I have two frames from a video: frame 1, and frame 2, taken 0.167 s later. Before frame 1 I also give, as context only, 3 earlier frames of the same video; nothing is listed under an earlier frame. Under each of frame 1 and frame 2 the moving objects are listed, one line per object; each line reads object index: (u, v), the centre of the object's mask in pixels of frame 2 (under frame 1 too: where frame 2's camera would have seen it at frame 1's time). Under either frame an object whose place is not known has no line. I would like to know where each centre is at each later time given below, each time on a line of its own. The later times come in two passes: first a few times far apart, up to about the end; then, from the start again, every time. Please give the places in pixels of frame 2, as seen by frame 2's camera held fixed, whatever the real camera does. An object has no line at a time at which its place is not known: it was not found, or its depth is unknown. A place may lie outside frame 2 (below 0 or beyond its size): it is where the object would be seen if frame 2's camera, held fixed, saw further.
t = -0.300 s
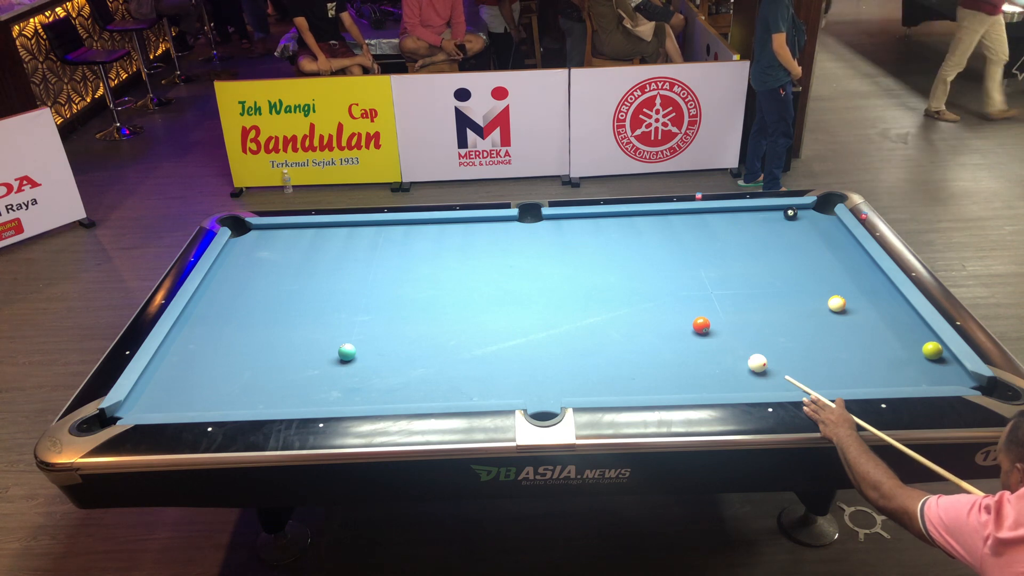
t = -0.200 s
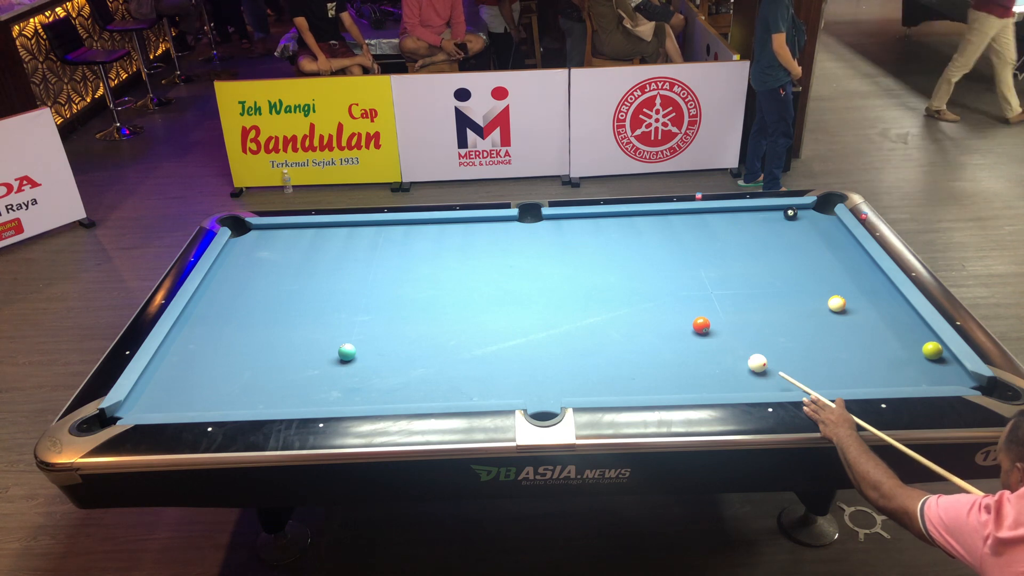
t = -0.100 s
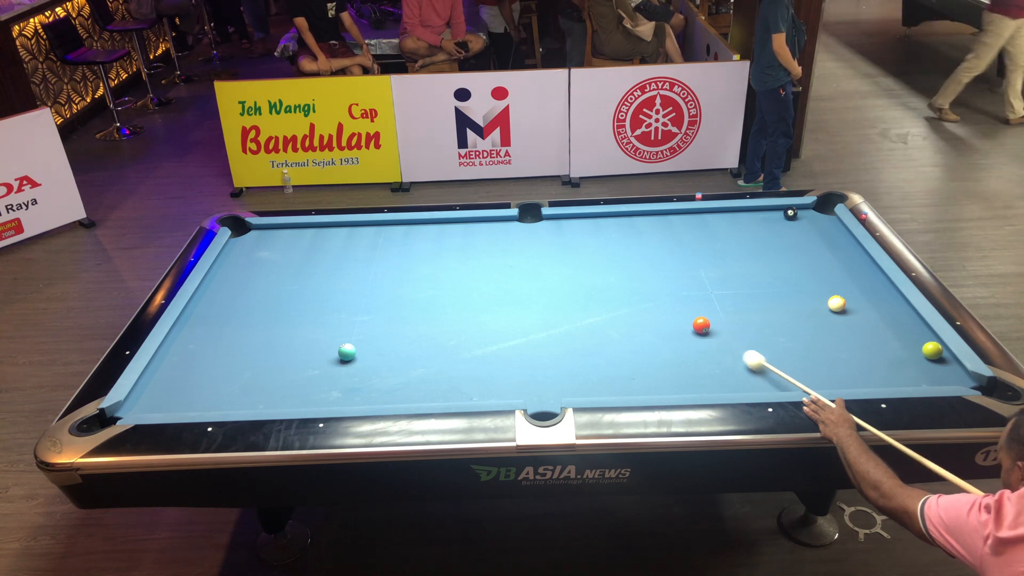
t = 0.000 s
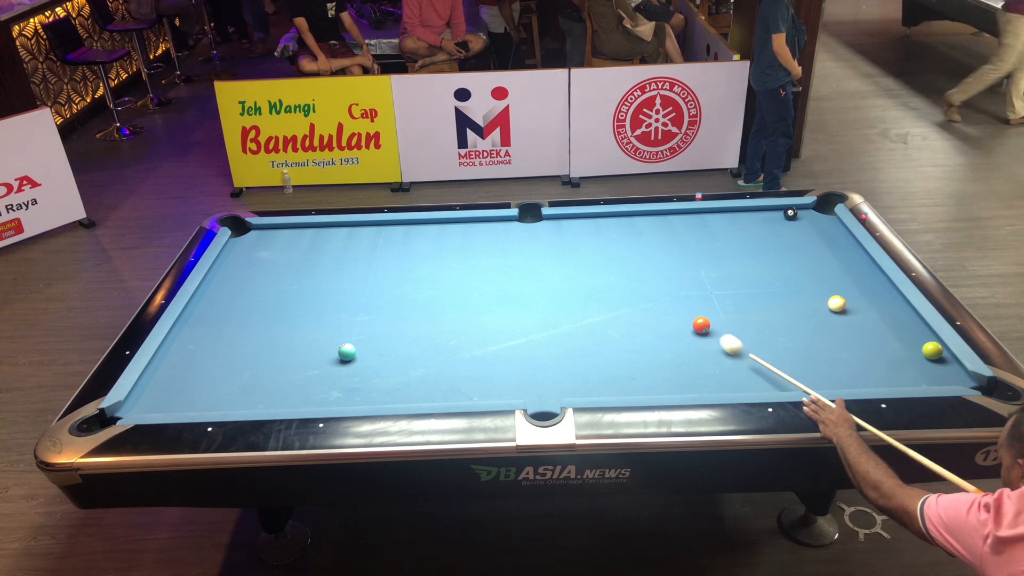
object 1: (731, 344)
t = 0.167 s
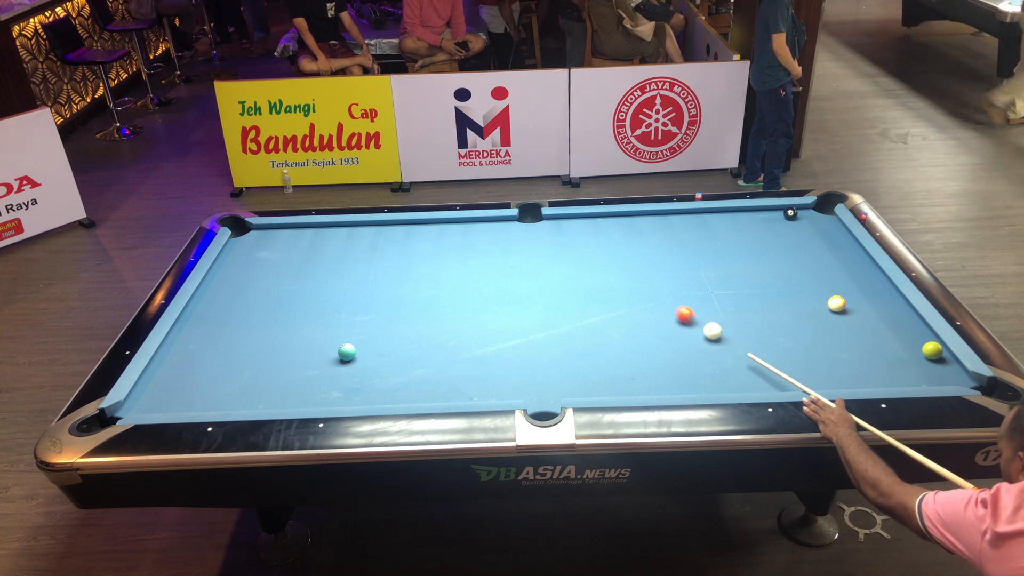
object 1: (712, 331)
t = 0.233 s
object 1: (710, 328)
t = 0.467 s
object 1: (701, 320)
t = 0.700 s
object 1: (692, 312)
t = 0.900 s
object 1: (686, 307)
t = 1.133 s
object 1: (680, 301)
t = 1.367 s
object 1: (674, 296)
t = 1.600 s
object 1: (669, 291)
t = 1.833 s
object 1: (665, 288)
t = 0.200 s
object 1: (711, 330)
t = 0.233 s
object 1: (710, 328)
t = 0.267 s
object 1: (708, 327)
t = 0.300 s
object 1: (707, 326)
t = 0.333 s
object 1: (706, 324)
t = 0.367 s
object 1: (704, 323)
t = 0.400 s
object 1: (703, 322)
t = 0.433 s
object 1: (702, 321)
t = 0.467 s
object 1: (701, 320)
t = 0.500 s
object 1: (699, 318)
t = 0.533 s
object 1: (698, 317)
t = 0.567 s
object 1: (697, 316)
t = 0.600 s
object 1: (696, 315)
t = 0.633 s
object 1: (695, 314)
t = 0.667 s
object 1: (693, 313)
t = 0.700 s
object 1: (692, 312)
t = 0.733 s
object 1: (691, 311)
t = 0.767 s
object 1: (690, 310)
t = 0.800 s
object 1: (689, 309)
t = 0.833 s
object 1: (688, 308)
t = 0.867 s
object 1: (687, 307)
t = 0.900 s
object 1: (686, 307)
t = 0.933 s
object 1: (685, 306)
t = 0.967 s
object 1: (684, 305)
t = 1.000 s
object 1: (683, 304)
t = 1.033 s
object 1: (682, 303)
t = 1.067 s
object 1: (681, 302)
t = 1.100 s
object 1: (681, 301)
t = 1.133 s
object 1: (680, 301)
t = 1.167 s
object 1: (679, 300)
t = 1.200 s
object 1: (678, 299)
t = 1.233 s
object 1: (677, 298)
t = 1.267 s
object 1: (676, 298)
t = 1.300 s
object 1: (676, 297)
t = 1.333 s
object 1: (675, 296)
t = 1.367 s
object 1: (674, 296)
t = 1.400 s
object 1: (673, 295)
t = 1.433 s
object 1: (673, 294)
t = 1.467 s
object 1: (672, 294)
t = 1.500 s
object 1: (671, 293)
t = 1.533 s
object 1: (670, 292)
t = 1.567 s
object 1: (670, 292)
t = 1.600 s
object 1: (669, 291)
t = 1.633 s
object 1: (669, 291)
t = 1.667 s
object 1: (668, 290)
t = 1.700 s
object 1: (667, 290)
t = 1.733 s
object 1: (667, 289)
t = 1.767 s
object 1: (666, 288)
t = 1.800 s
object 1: (666, 288)
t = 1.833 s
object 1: (665, 288)
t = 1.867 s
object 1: (665, 287)
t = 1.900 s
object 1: (664, 287)
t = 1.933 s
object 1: (664, 286)
